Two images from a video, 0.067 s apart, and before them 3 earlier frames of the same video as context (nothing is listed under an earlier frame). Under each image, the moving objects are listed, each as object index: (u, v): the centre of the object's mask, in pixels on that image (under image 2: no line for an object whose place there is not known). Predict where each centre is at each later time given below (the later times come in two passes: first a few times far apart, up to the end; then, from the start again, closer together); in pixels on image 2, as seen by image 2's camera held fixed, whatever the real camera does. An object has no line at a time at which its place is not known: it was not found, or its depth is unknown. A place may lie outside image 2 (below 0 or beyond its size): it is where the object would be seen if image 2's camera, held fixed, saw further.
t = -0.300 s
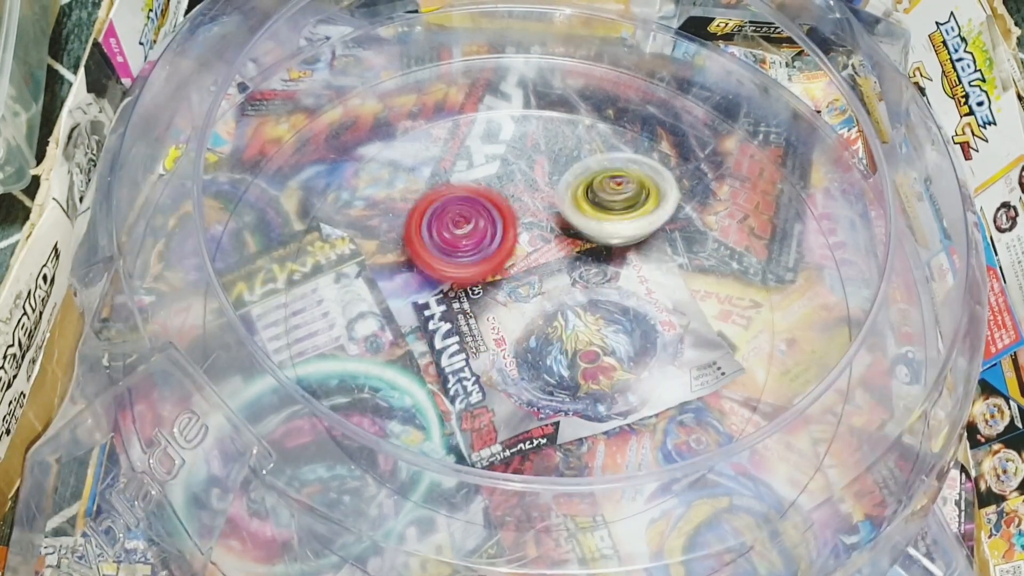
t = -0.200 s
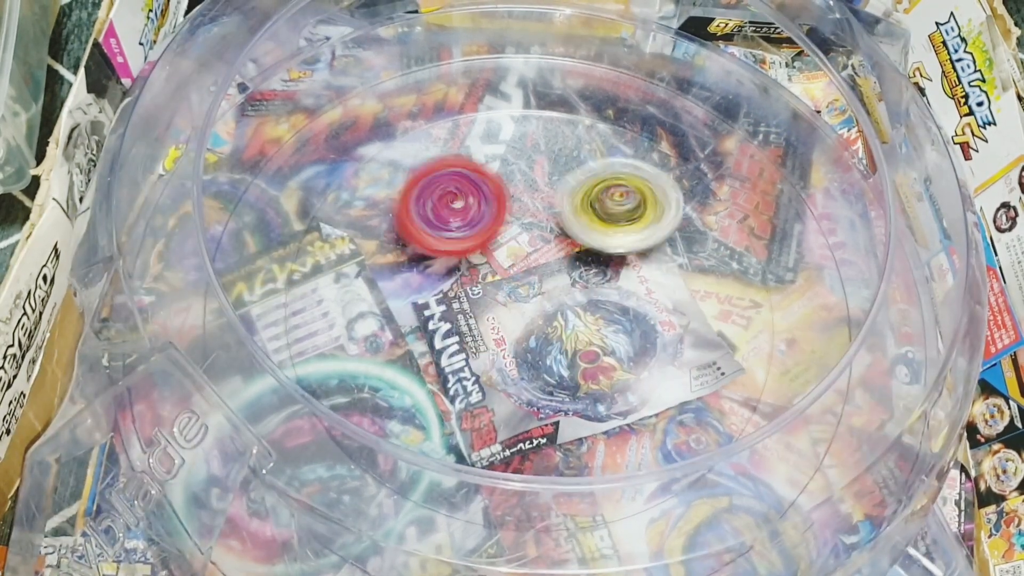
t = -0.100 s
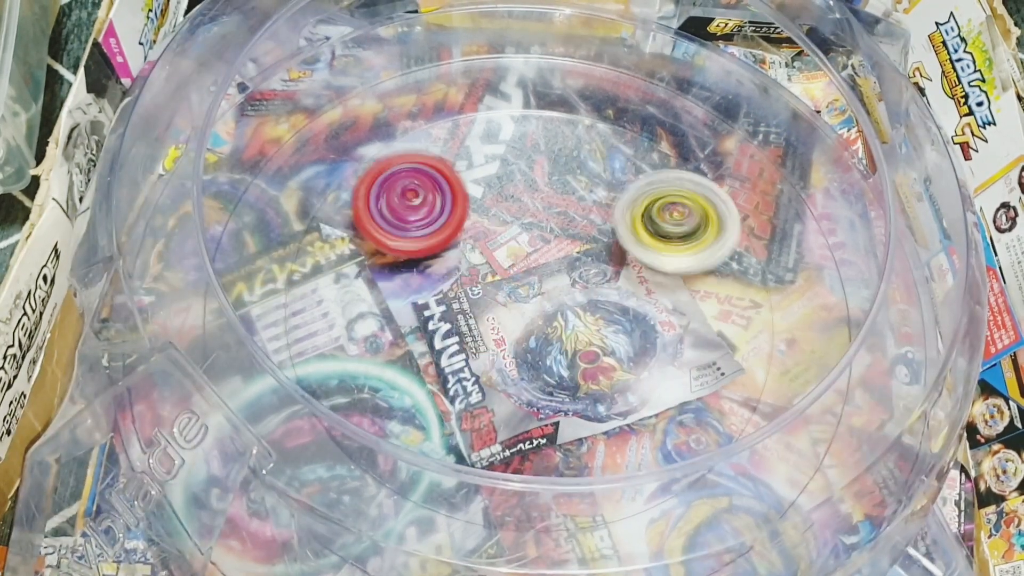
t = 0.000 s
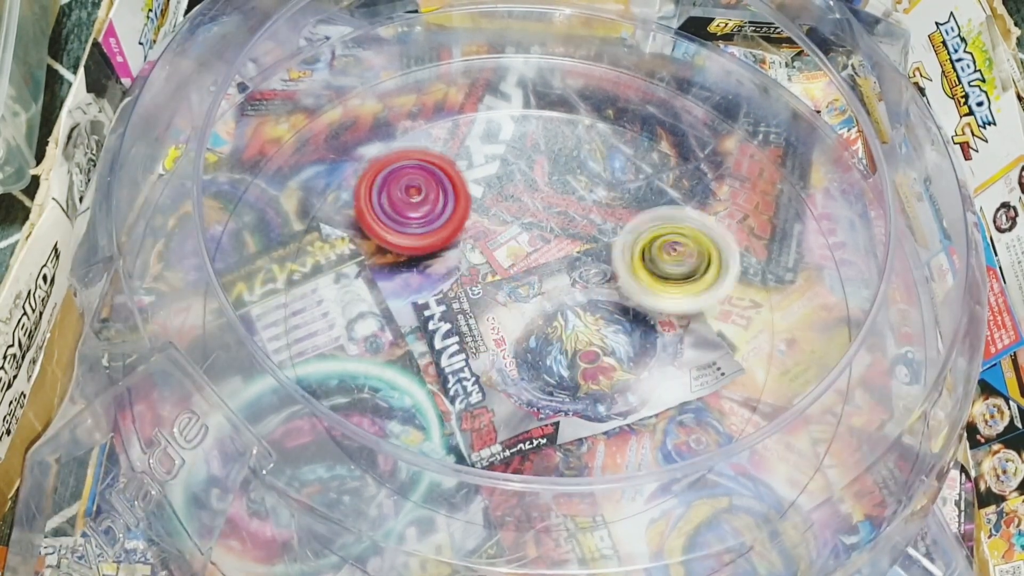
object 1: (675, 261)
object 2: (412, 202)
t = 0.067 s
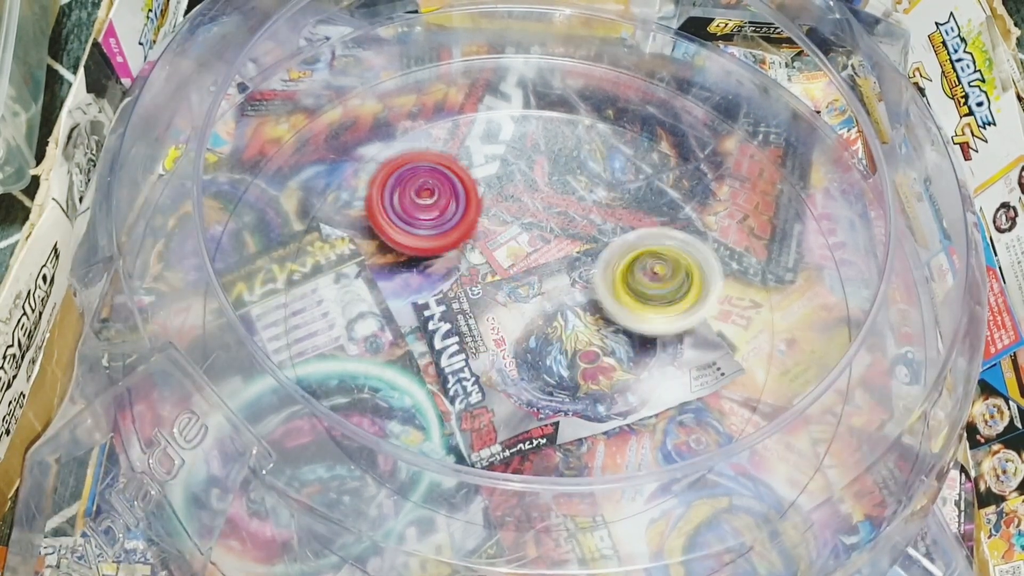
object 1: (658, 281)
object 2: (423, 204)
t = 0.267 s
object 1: (592, 299)
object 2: (476, 234)
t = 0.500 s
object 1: (604, 316)
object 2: (460, 231)
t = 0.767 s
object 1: (589, 330)
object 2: (467, 263)
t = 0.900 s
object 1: (586, 336)
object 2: (474, 280)
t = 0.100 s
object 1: (647, 289)
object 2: (433, 206)
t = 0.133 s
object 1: (636, 293)
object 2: (444, 208)
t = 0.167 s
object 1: (622, 294)
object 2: (456, 214)
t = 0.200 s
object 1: (606, 294)
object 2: (467, 223)
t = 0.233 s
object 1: (591, 292)
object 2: (479, 232)
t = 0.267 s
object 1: (592, 299)
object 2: (476, 234)
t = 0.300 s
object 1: (606, 310)
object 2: (460, 226)
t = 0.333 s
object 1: (614, 319)
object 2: (451, 221)
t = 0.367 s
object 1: (617, 322)
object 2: (448, 219)
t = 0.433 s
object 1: (616, 321)
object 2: (450, 221)
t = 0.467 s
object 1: (611, 318)
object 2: (454, 225)
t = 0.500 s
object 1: (604, 316)
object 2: (460, 231)
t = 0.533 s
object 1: (597, 313)
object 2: (466, 239)
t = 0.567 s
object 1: (589, 310)
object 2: (472, 247)
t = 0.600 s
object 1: (583, 311)
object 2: (475, 255)
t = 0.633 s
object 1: (586, 315)
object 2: (473, 256)
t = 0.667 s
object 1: (584, 319)
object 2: (473, 259)
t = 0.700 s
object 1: (582, 321)
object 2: (473, 263)
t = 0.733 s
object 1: (587, 327)
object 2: (469, 262)
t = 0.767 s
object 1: (589, 330)
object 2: (467, 263)
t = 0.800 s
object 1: (589, 332)
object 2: (468, 265)
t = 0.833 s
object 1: (588, 333)
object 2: (470, 270)
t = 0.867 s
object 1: (584, 332)
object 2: (474, 275)
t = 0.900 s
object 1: (586, 336)
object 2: (474, 280)
